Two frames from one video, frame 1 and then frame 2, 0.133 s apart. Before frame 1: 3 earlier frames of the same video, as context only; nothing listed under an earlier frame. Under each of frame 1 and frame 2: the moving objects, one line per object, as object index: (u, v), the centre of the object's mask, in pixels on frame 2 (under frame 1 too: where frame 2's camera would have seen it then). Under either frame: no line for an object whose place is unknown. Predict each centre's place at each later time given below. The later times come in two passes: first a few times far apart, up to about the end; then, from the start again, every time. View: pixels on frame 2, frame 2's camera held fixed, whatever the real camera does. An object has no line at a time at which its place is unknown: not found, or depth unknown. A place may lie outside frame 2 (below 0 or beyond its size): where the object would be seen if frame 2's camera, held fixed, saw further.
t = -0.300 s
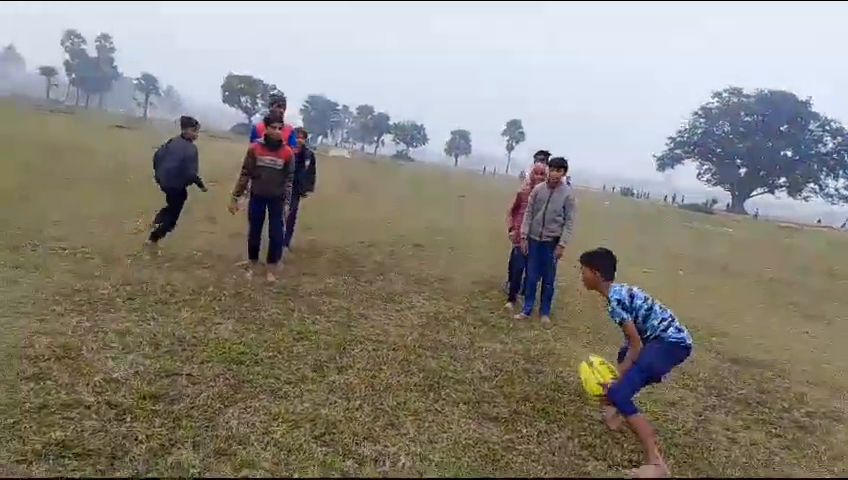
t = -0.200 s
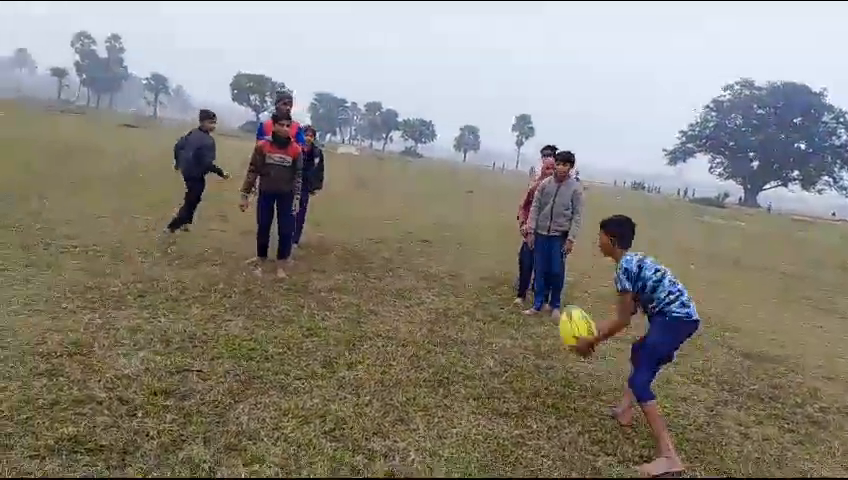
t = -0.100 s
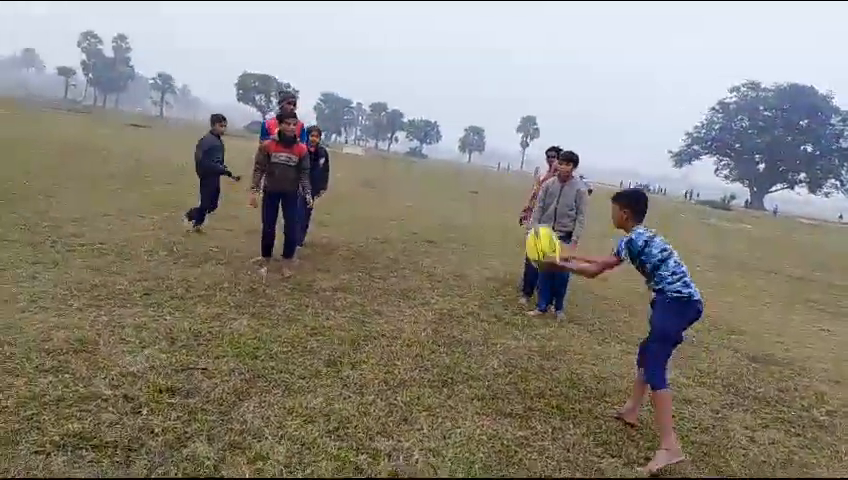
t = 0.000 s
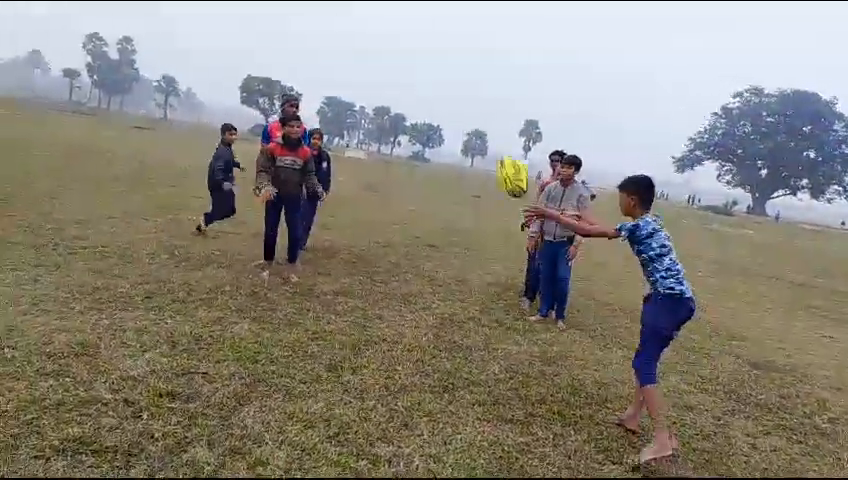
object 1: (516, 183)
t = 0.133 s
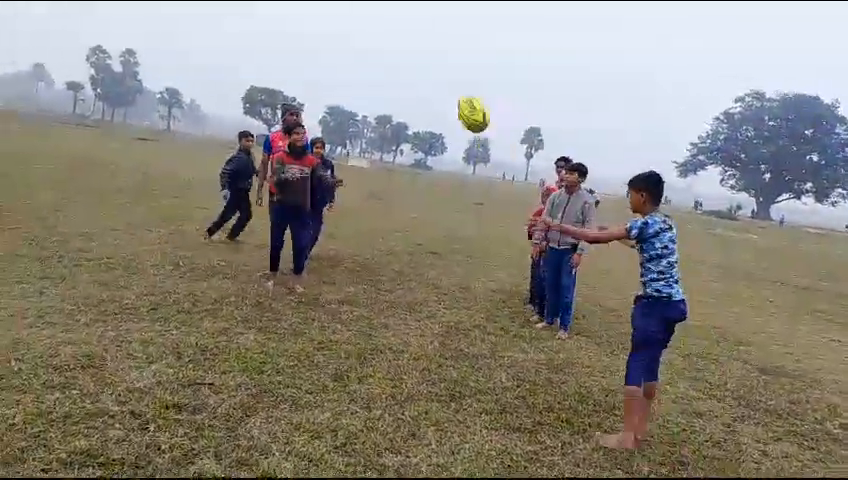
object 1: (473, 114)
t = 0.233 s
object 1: (441, 84)
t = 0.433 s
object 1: (379, 74)
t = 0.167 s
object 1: (463, 102)
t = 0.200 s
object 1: (452, 92)
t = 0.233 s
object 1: (441, 84)
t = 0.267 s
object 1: (431, 77)
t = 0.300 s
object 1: (421, 73)
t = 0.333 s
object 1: (411, 70)
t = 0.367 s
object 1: (402, 68)
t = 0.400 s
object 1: (391, 67)
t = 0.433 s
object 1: (379, 74)
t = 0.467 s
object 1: (372, 76)
